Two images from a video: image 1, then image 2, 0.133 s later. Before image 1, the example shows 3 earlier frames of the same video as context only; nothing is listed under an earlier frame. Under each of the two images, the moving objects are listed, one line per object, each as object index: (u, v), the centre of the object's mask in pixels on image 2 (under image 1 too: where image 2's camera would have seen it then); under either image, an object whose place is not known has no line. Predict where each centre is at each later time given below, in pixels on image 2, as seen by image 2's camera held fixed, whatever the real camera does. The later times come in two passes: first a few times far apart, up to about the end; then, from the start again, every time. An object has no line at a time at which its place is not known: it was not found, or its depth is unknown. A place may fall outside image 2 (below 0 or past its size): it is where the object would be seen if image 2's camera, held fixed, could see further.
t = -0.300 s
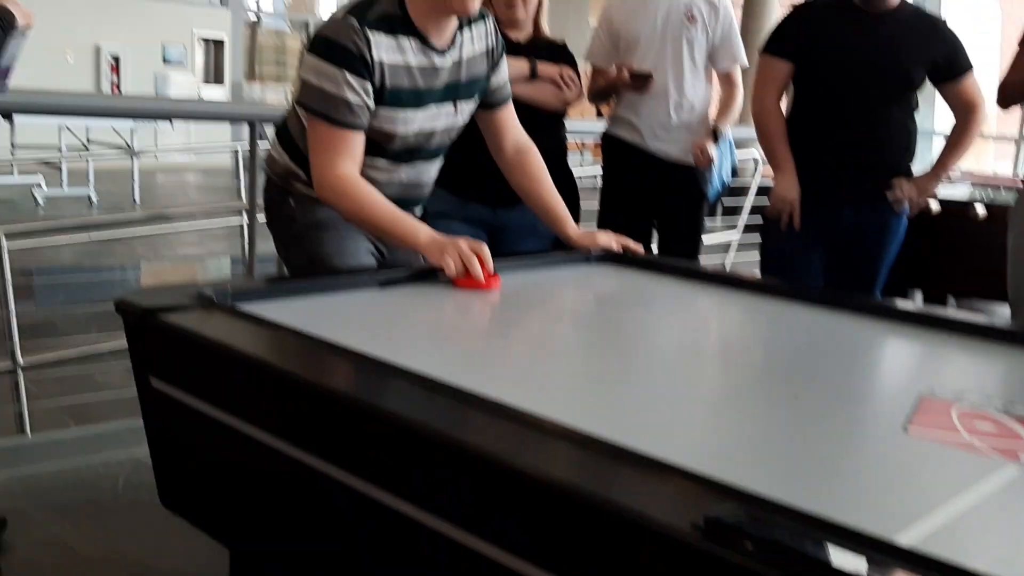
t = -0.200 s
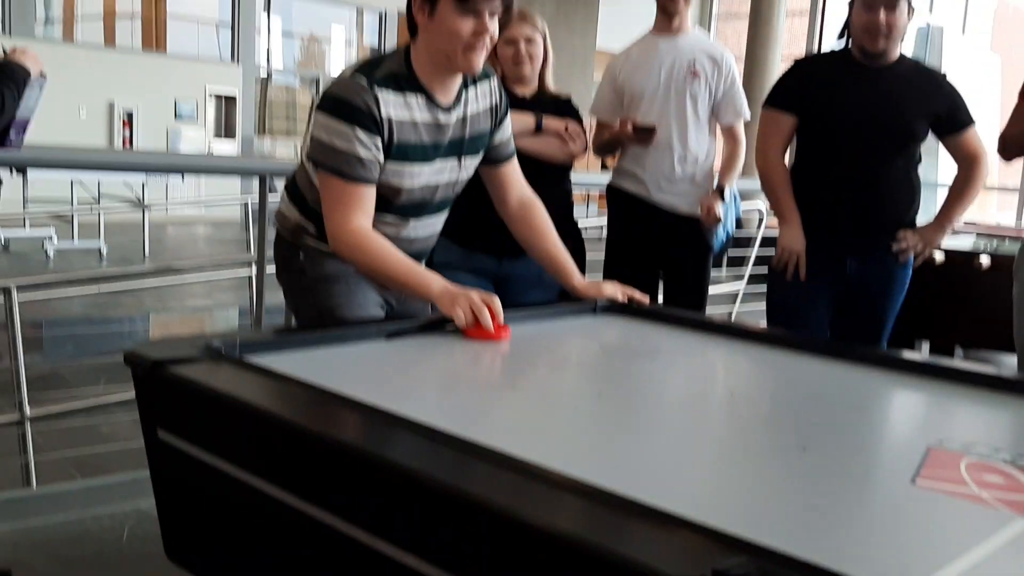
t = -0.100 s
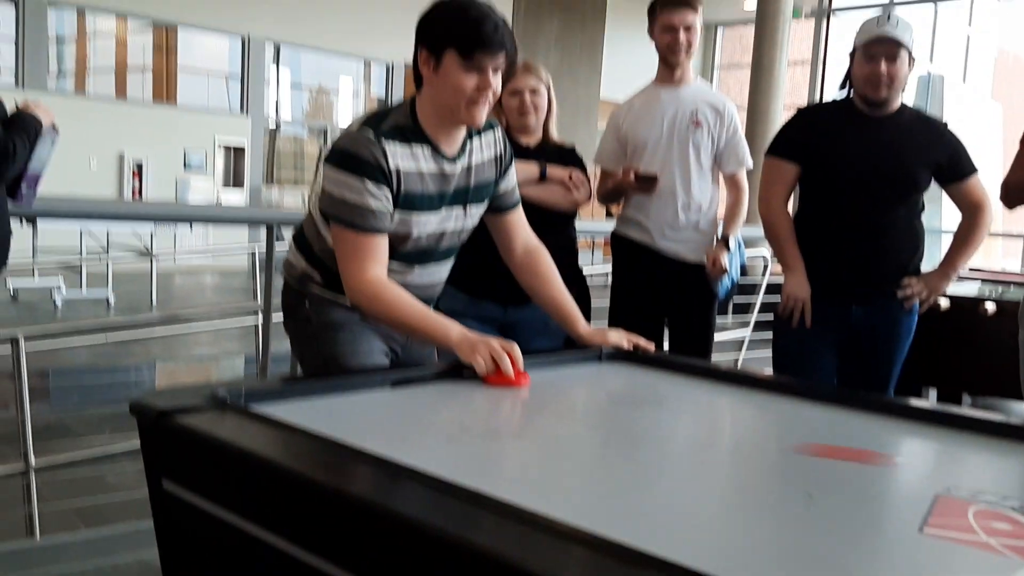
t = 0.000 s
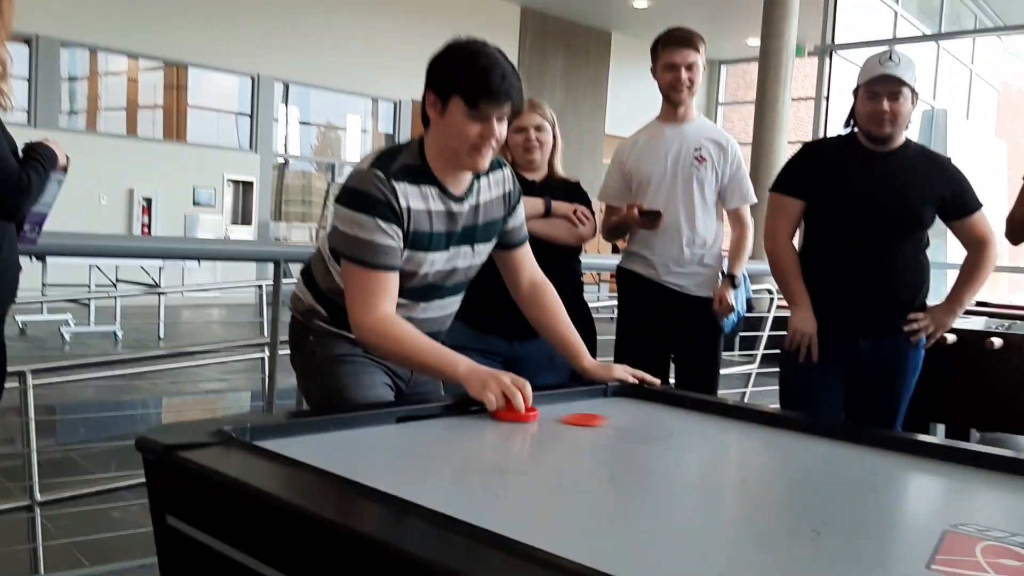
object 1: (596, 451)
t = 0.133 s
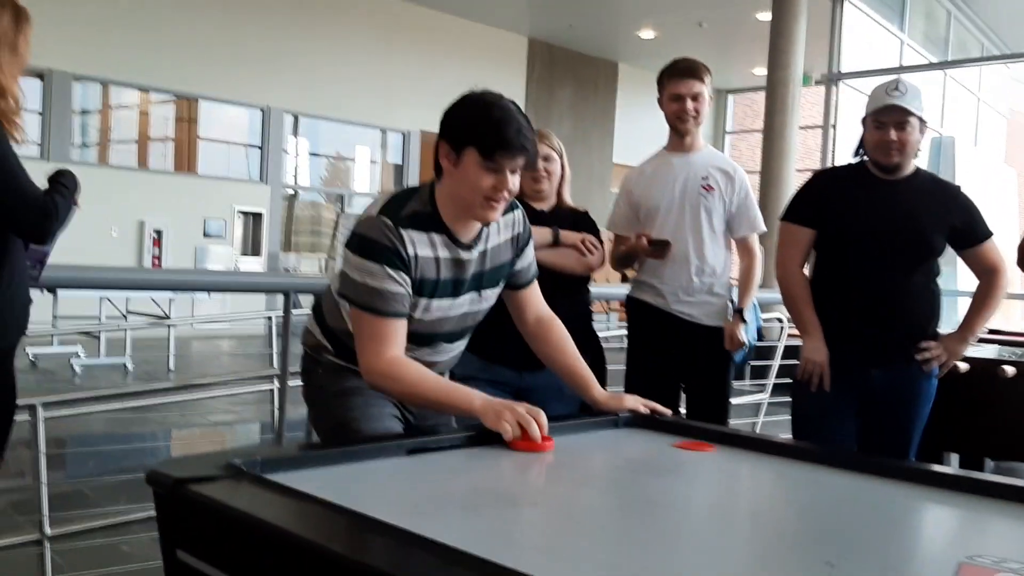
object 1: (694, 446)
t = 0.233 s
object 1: (695, 453)
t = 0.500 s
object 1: (631, 485)
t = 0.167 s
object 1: (707, 446)
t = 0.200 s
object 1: (702, 450)
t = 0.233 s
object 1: (695, 453)
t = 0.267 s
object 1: (687, 457)
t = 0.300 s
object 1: (681, 460)
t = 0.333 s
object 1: (673, 464)
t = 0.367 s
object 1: (665, 468)
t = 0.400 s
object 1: (657, 472)
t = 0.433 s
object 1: (649, 476)
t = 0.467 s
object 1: (641, 481)
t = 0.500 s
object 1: (631, 485)
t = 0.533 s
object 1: (622, 490)
